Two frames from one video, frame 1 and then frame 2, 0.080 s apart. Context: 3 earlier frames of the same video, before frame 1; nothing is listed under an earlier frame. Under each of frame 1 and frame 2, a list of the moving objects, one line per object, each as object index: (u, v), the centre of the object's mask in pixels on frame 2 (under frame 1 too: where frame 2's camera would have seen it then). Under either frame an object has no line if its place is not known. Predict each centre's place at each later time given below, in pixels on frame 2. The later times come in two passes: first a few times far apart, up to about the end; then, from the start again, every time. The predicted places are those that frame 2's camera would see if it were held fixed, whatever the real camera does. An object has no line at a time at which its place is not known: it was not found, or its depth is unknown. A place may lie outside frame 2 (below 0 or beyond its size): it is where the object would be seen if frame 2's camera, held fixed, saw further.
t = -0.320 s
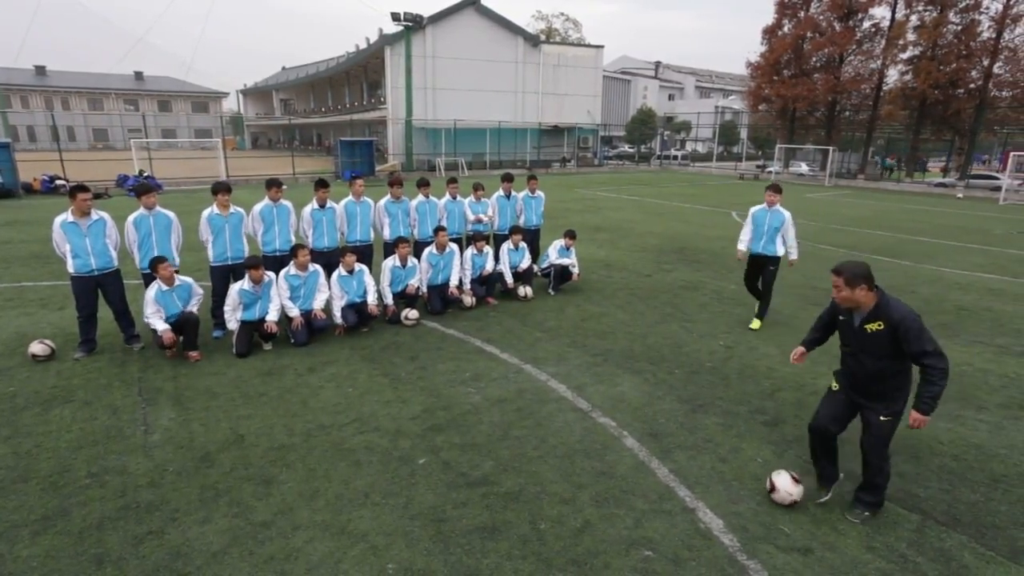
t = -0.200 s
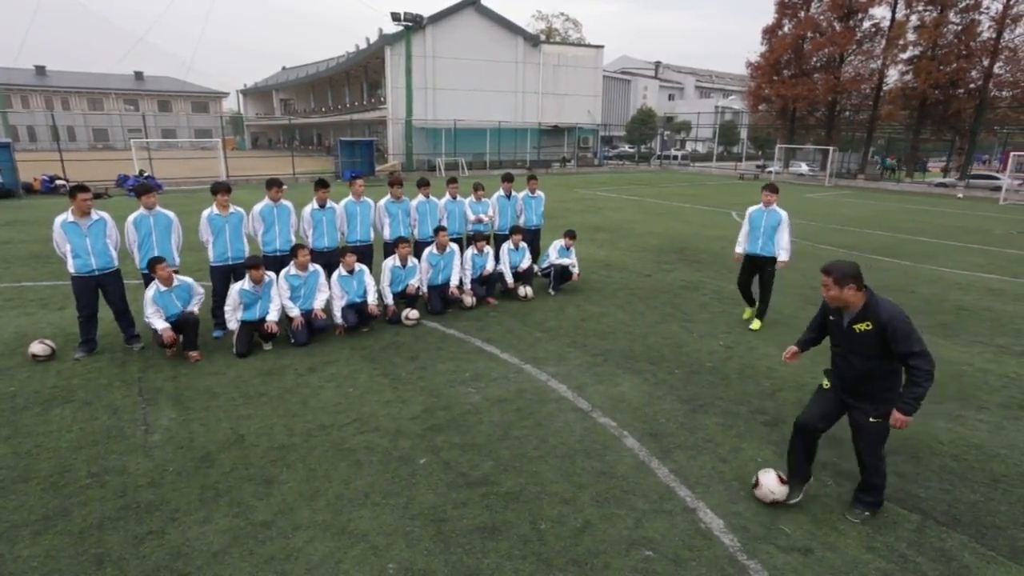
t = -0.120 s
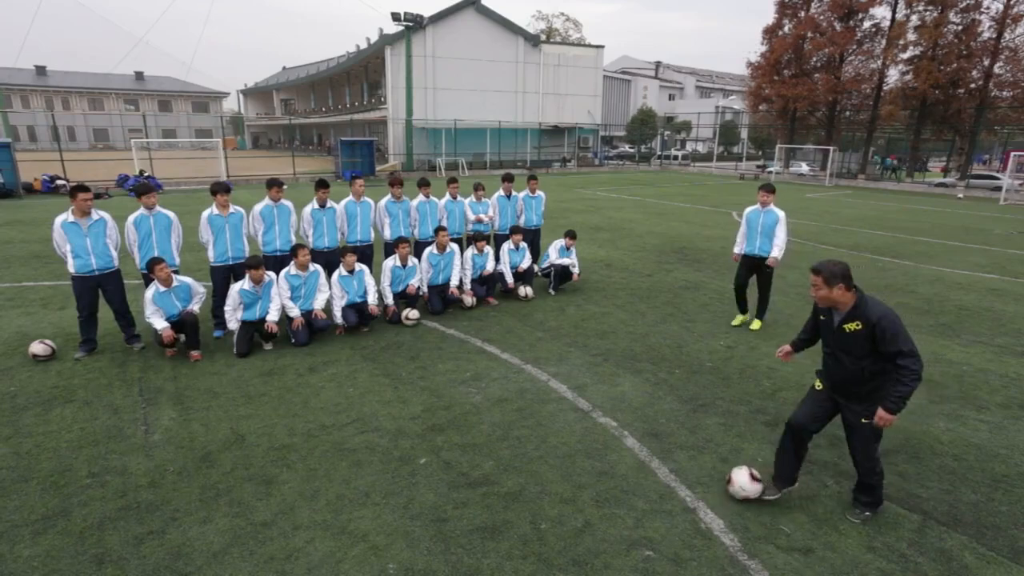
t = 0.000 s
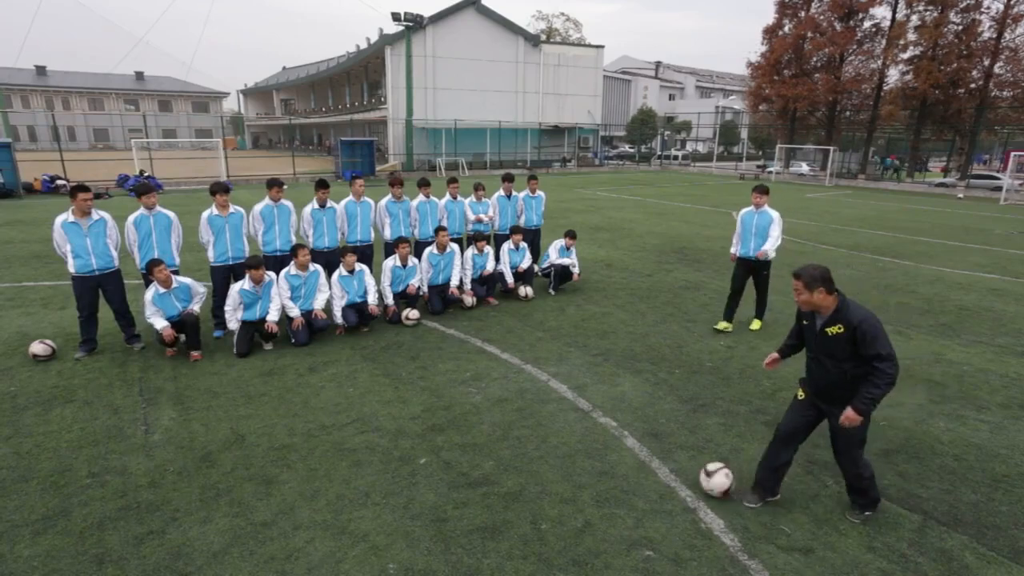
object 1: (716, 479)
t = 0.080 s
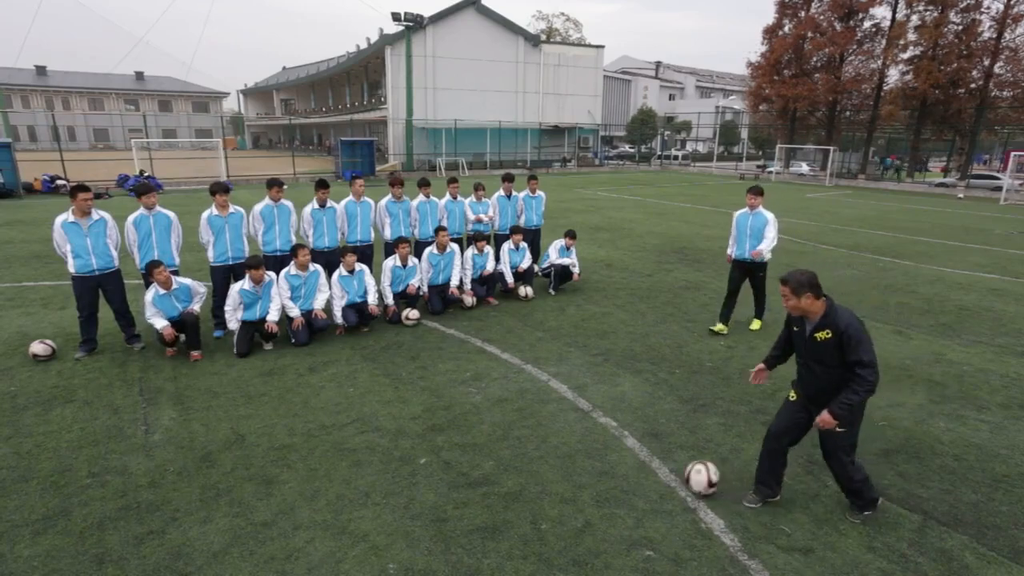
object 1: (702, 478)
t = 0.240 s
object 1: (672, 474)
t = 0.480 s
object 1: (630, 468)
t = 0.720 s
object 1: (592, 464)
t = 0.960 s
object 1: (557, 459)
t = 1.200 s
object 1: (524, 454)
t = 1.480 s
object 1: (493, 451)
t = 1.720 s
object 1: (468, 447)
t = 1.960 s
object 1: (446, 444)
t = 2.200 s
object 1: (425, 441)
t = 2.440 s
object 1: (409, 438)
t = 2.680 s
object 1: (393, 435)
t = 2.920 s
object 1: (381, 434)
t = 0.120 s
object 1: (695, 477)
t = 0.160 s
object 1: (687, 475)
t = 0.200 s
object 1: (680, 474)
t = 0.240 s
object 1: (672, 474)
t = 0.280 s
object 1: (665, 473)
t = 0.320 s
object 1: (658, 472)
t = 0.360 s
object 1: (651, 471)
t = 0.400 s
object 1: (644, 470)
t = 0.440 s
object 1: (637, 469)
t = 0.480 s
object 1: (630, 468)
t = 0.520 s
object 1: (623, 467)
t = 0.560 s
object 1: (616, 467)
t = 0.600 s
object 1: (610, 466)
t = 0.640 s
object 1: (604, 465)
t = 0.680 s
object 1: (598, 464)
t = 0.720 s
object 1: (592, 464)
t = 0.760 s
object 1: (586, 463)
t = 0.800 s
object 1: (579, 462)
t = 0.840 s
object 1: (573, 462)
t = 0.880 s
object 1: (568, 461)
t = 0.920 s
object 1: (563, 460)
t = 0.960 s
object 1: (557, 459)
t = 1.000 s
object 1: (551, 458)
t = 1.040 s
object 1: (545, 458)
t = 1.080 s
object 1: (541, 457)
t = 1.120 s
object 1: (535, 457)
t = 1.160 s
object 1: (530, 456)
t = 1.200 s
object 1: (524, 454)
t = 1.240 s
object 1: (519, 454)
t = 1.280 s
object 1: (515, 453)
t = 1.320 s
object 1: (510, 453)
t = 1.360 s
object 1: (506, 452)
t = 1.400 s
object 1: (501, 452)
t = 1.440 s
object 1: (497, 451)
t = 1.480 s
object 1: (493, 451)
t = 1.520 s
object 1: (488, 450)
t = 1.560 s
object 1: (484, 449)
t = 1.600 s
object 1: (479, 449)
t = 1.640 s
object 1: (475, 448)
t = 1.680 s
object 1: (472, 447)
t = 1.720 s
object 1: (468, 447)
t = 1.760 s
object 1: (464, 446)
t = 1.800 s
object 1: (460, 445)
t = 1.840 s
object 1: (456, 445)
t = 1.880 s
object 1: (452, 445)
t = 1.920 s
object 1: (449, 444)
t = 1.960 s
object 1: (446, 444)
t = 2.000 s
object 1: (442, 443)
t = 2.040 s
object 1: (439, 442)
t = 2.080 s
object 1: (435, 442)
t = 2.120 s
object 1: (431, 441)
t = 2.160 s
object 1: (428, 441)
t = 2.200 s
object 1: (425, 441)
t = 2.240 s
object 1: (422, 440)
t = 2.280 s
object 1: (420, 440)
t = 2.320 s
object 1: (417, 439)
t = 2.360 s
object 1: (414, 439)
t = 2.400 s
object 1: (412, 439)
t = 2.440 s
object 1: (409, 438)
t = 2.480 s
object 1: (406, 438)
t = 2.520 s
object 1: (404, 437)
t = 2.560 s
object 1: (401, 437)
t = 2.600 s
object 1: (399, 436)
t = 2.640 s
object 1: (396, 436)
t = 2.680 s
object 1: (393, 435)
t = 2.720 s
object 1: (391, 435)
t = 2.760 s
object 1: (389, 435)
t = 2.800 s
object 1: (387, 435)
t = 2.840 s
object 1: (385, 435)
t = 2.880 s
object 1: (383, 434)
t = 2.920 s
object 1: (381, 434)
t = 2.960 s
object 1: (379, 433)
